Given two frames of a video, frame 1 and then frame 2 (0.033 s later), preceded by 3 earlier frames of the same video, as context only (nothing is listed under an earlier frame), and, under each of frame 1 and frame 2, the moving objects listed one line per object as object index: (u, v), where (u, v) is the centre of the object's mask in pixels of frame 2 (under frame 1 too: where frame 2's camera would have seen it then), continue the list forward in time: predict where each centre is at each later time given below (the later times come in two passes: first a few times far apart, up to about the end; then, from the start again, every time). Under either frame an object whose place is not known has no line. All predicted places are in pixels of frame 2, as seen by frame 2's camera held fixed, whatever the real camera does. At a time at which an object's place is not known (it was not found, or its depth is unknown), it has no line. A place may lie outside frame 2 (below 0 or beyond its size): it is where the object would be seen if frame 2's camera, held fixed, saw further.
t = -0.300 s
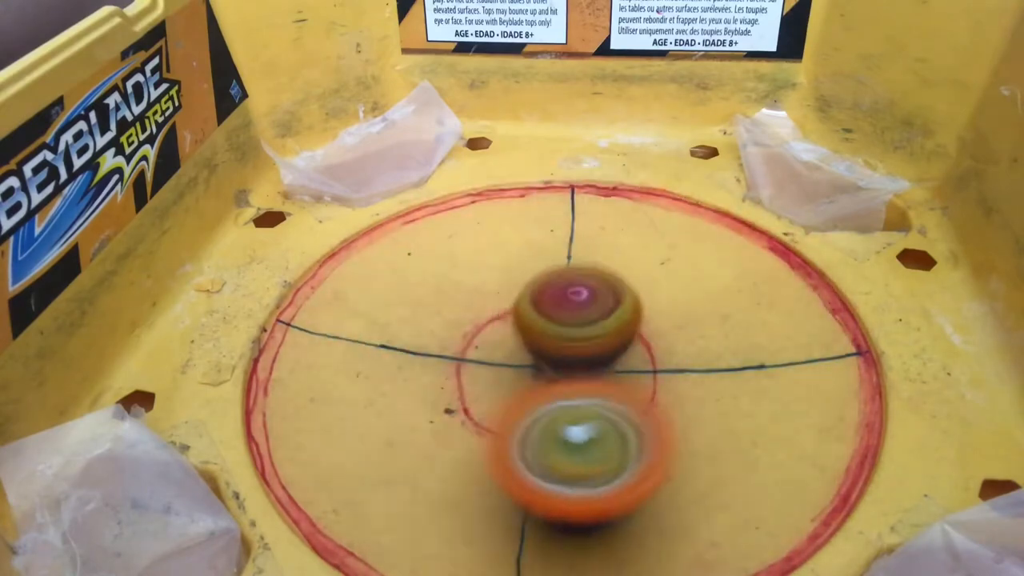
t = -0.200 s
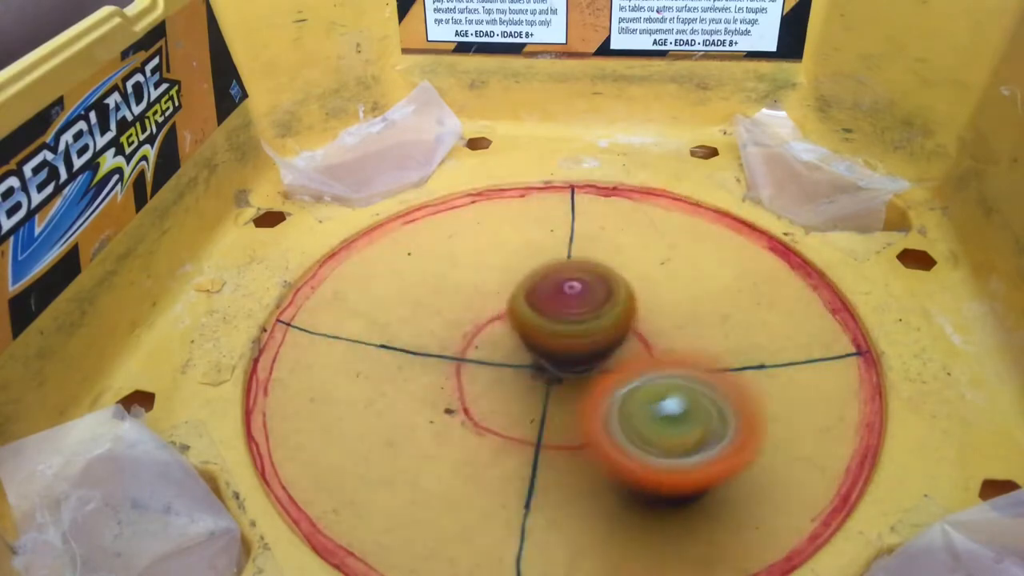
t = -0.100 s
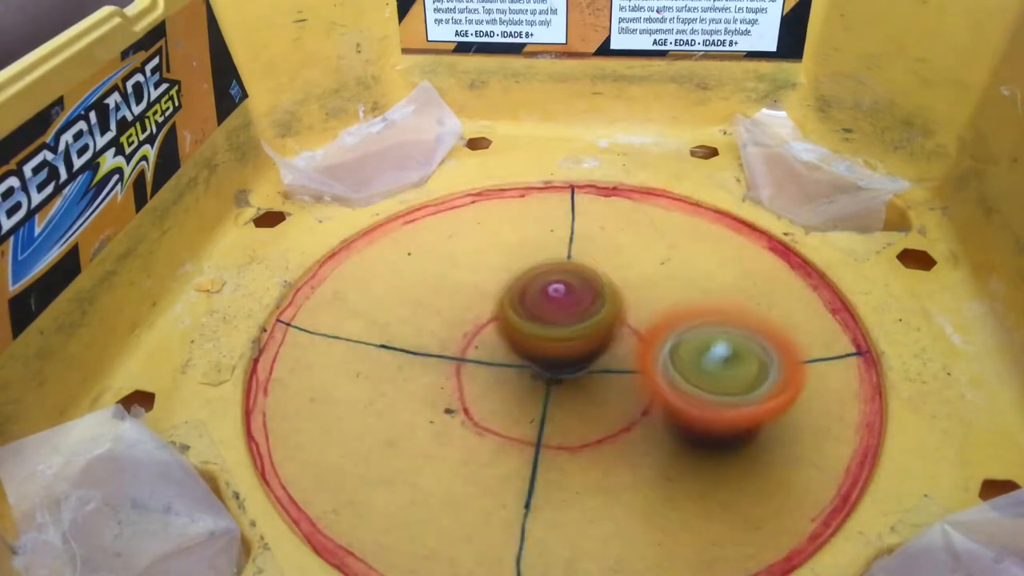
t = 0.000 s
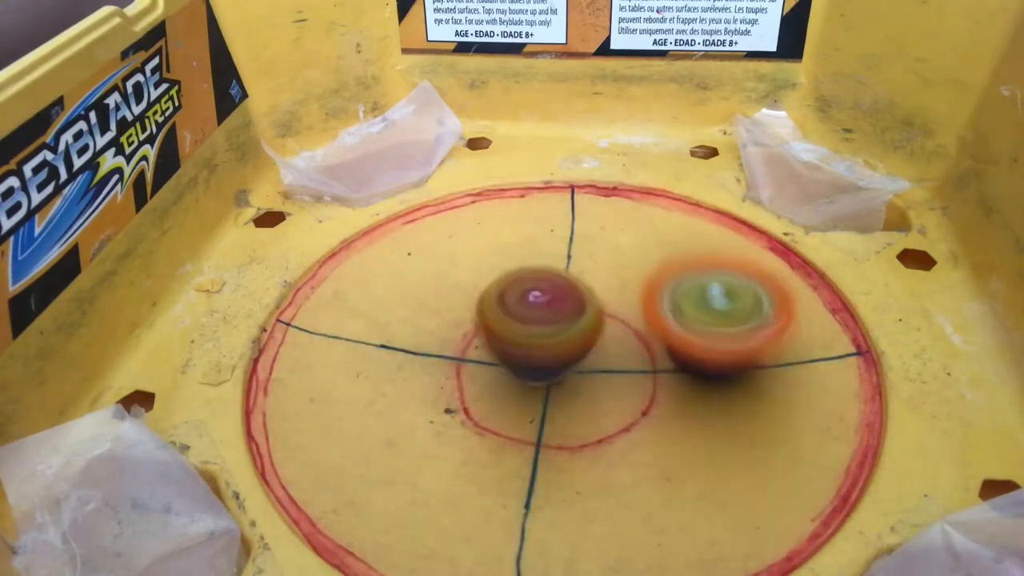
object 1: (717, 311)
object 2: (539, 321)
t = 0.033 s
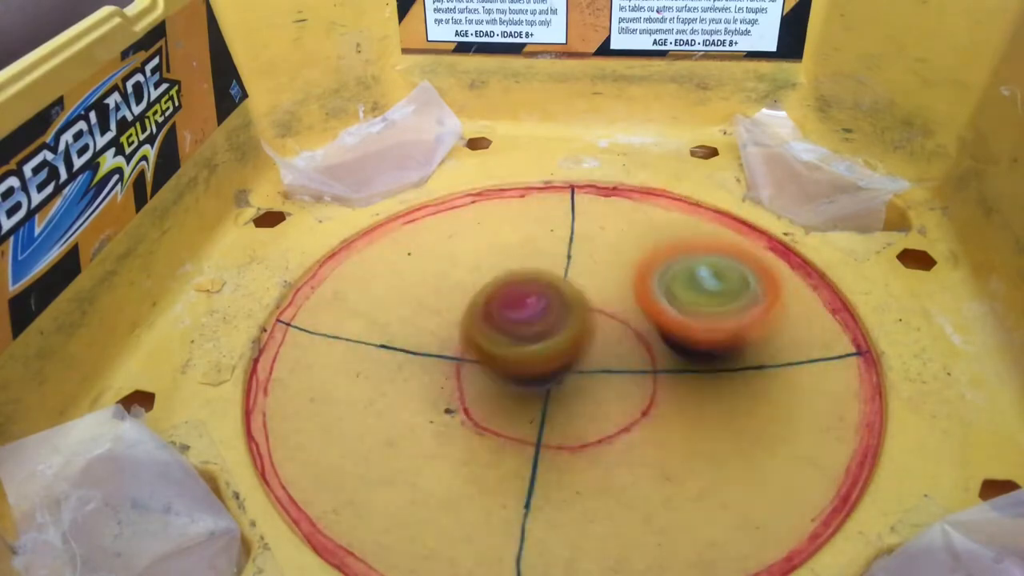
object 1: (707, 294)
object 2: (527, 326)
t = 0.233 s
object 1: (592, 230)
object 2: (512, 345)
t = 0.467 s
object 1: (454, 255)
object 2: (543, 344)
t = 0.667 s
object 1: (418, 339)
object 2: (567, 307)
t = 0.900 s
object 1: (555, 416)
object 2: (553, 288)
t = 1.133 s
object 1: (711, 354)
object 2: (560, 309)
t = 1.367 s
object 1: (663, 260)
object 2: (545, 335)
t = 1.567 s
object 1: (568, 240)
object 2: (512, 324)
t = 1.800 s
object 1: (645, 219)
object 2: (398, 226)
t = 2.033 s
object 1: (661, 263)
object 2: (420, 226)
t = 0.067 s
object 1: (693, 277)
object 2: (518, 330)
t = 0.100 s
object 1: (677, 263)
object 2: (519, 331)
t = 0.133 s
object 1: (658, 251)
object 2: (517, 334)
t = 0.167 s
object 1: (638, 242)
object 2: (514, 338)
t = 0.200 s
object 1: (616, 234)
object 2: (512, 341)
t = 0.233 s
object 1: (592, 230)
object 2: (512, 345)
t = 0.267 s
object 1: (570, 226)
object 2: (513, 348)
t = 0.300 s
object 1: (547, 226)
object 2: (517, 349)
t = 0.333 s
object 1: (525, 227)
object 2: (519, 350)
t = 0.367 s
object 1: (505, 230)
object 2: (523, 350)
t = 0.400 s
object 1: (485, 235)
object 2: (527, 349)
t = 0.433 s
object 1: (468, 246)
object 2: (535, 348)
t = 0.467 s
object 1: (454, 255)
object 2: (543, 344)
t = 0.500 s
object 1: (439, 265)
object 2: (550, 340)
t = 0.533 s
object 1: (426, 277)
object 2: (557, 331)
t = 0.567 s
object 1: (418, 292)
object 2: (560, 326)
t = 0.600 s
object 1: (414, 306)
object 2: (564, 320)
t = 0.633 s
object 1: (414, 322)
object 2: (566, 314)
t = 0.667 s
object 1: (418, 339)
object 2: (567, 307)
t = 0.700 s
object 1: (425, 353)
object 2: (567, 304)
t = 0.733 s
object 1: (438, 369)
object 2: (566, 297)
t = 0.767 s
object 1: (456, 382)
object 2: (564, 290)
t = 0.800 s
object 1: (478, 394)
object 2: (561, 288)
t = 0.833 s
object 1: (501, 406)
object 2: (558, 288)
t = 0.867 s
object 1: (529, 413)
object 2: (555, 287)
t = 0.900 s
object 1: (555, 416)
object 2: (553, 288)
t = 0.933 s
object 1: (583, 417)
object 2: (551, 292)
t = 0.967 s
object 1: (612, 414)
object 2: (551, 294)
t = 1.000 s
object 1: (639, 405)
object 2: (550, 298)
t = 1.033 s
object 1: (665, 395)
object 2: (555, 302)
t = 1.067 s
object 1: (685, 382)
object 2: (559, 305)
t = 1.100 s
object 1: (701, 369)
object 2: (559, 308)
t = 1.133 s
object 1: (711, 354)
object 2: (560, 309)
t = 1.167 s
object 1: (717, 338)
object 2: (558, 312)
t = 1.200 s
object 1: (718, 322)
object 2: (557, 316)
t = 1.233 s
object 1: (714, 308)
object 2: (557, 320)
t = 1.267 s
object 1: (707, 293)
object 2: (557, 324)
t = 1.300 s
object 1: (695, 281)
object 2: (559, 327)
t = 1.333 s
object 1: (680, 270)
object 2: (556, 331)
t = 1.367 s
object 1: (663, 260)
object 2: (545, 335)
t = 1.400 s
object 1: (644, 253)
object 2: (539, 338)
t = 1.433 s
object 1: (625, 249)
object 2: (534, 339)
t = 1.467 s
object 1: (603, 247)
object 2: (531, 341)
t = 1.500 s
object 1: (581, 243)
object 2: (533, 335)
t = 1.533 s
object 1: (566, 241)
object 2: (530, 331)
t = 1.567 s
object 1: (568, 240)
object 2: (512, 324)
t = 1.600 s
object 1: (582, 237)
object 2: (483, 313)
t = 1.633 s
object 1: (594, 232)
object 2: (453, 287)
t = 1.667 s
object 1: (606, 229)
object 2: (431, 273)
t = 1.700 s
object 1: (616, 224)
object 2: (416, 258)
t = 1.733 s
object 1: (628, 221)
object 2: (407, 245)
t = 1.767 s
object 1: (638, 218)
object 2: (402, 234)
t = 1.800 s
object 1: (645, 219)
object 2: (398, 226)
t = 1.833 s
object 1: (653, 219)
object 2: (396, 221)
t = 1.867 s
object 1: (657, 222)
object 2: (396, 218)
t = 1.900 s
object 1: (661, 227)
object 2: (400, 217)
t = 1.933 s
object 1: (664, 234)
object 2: (405, 218)
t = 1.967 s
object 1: (663, 243)
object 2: (411, 220)
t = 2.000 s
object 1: (663, 253)
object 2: (416, 223)
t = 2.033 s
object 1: (661, 263)
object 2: (420, 226)
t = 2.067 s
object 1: (657, 276)
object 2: (424, 229)
